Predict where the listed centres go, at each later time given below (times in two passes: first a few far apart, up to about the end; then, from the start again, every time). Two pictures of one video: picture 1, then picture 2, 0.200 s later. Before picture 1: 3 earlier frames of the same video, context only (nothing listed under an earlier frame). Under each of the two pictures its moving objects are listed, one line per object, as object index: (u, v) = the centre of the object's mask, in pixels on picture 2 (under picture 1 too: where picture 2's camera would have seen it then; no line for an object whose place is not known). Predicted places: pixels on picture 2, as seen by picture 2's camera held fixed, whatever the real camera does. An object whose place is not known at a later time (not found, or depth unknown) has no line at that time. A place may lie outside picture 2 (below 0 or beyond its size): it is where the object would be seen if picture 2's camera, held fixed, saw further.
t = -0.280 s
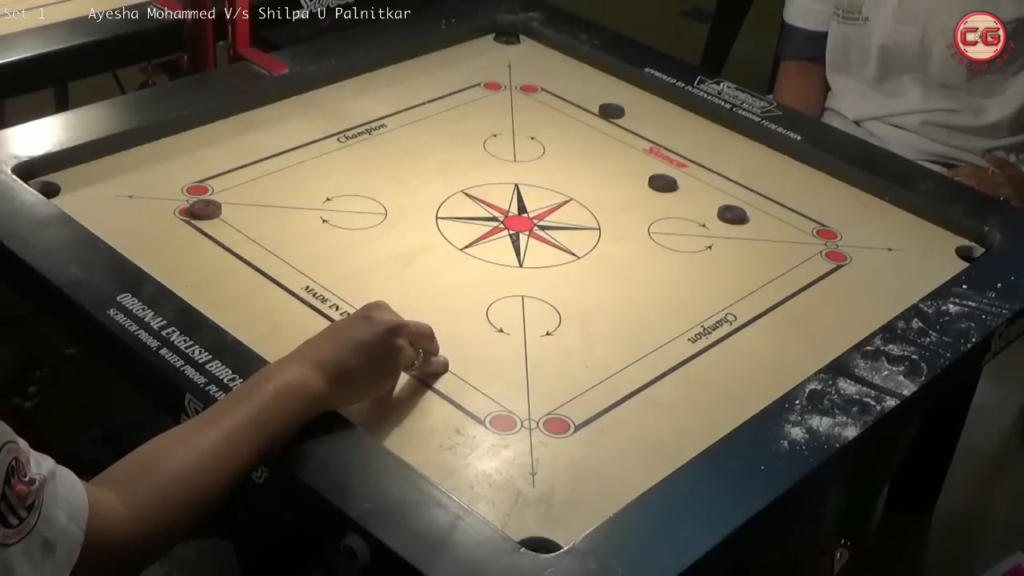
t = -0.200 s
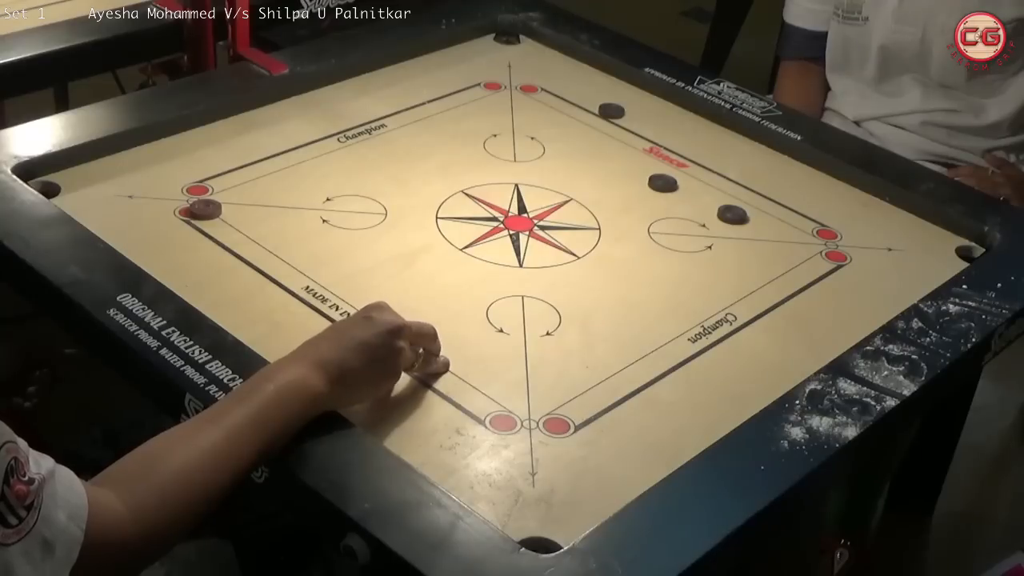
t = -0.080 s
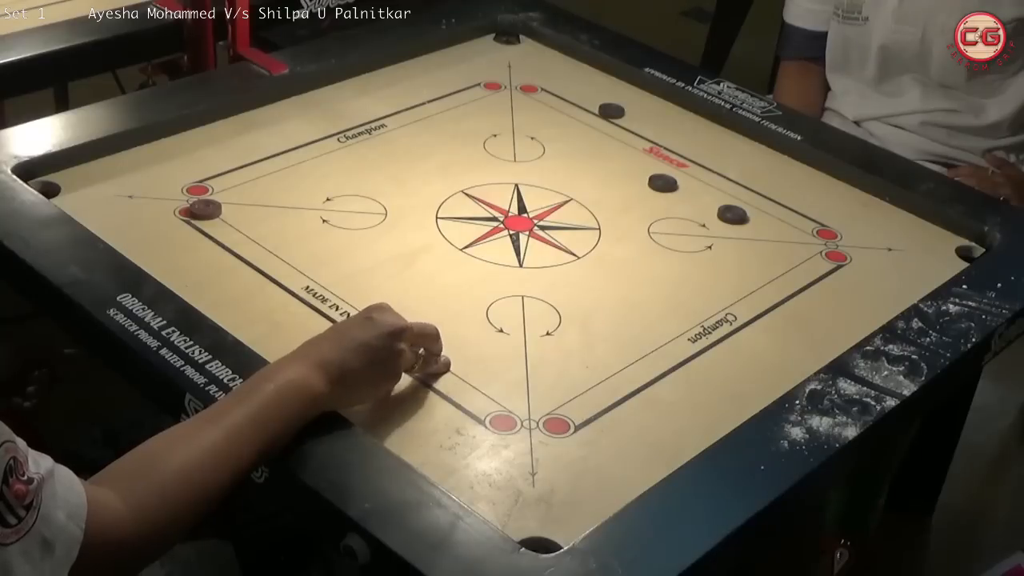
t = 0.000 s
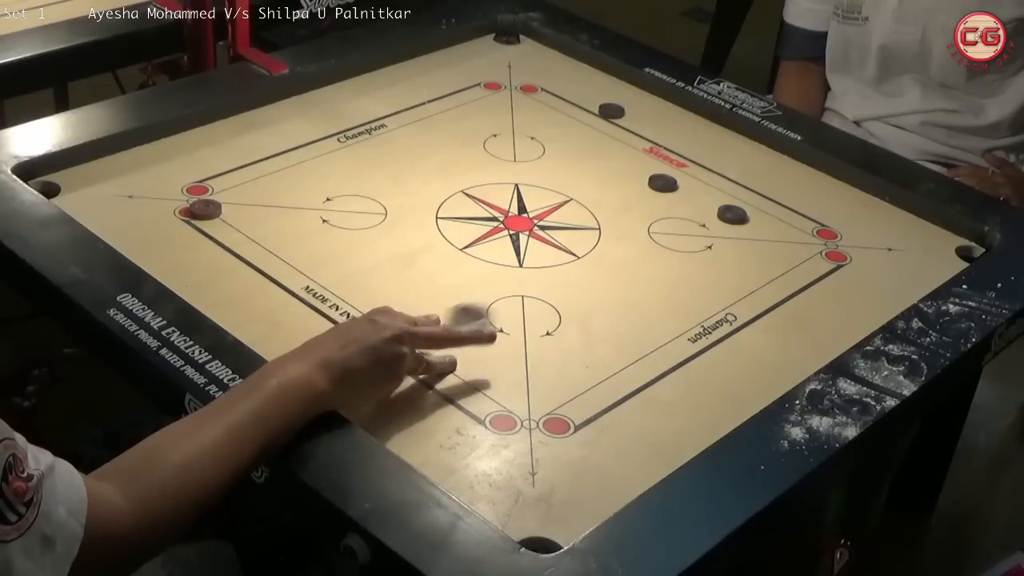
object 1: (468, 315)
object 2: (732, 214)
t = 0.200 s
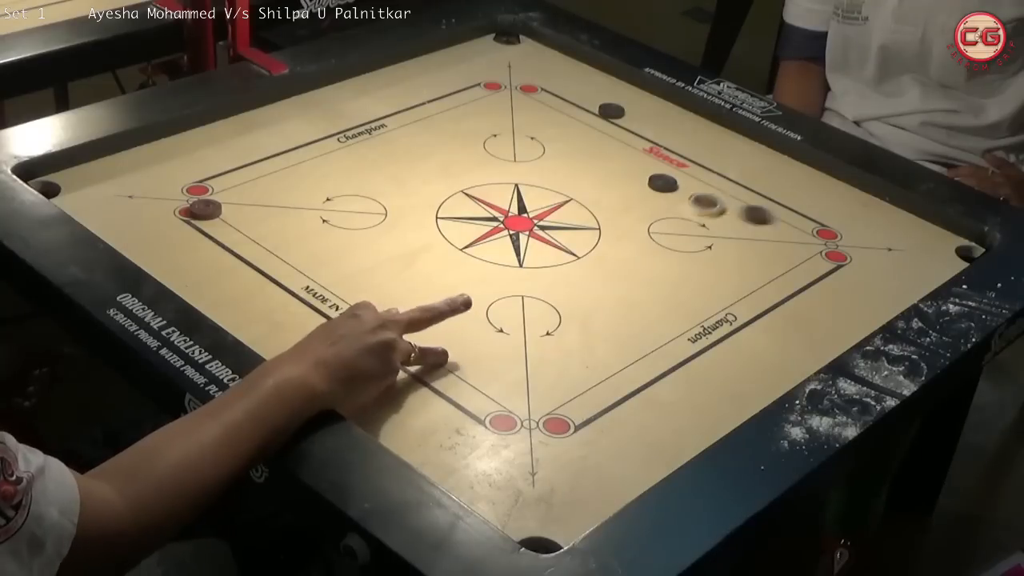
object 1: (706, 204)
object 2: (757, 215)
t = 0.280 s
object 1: (736, 171)
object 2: (871, 216)
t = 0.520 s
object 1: (666, 172)
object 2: (871, 305)
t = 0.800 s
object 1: (609, 179)
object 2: (727, 320)
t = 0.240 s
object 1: (722, 188)
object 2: (815, 215)
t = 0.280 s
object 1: (736, 171)
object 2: (871, 216)
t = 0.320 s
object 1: (750, 156)
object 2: (908, 223)
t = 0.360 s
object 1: (747, 151)
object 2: (909, 246)
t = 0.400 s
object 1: (724, 157)
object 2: (911, 268)
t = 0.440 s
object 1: (701, 164)
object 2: (911, 289)
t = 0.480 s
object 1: (679, 171)
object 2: (897, 301)
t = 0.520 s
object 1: (666, 172)
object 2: (871, 305)
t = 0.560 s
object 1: (653, 174)
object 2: (845, 308)
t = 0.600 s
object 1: (641, 175)
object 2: (821, 310)
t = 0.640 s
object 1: (633, 176)
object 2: (797, 312)
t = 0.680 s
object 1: (625, 177)
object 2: (777, 314)
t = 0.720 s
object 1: (618, 178)
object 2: (759, 316)
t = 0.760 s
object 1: (613, 179)
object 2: (742, 319)
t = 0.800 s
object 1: (609, 179)
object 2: (727, 320)
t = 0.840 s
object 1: (606, 180)
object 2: (715, 322)
